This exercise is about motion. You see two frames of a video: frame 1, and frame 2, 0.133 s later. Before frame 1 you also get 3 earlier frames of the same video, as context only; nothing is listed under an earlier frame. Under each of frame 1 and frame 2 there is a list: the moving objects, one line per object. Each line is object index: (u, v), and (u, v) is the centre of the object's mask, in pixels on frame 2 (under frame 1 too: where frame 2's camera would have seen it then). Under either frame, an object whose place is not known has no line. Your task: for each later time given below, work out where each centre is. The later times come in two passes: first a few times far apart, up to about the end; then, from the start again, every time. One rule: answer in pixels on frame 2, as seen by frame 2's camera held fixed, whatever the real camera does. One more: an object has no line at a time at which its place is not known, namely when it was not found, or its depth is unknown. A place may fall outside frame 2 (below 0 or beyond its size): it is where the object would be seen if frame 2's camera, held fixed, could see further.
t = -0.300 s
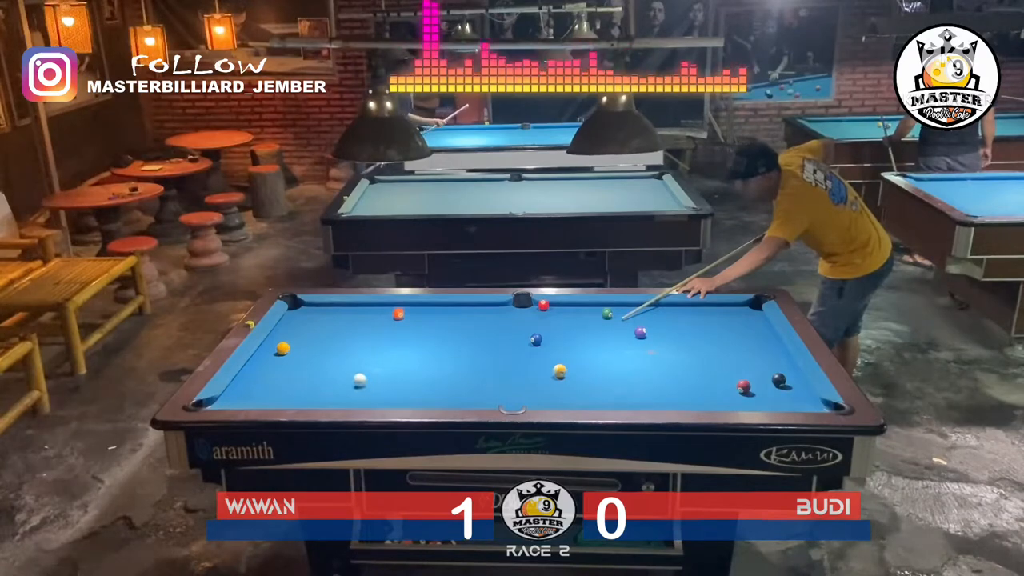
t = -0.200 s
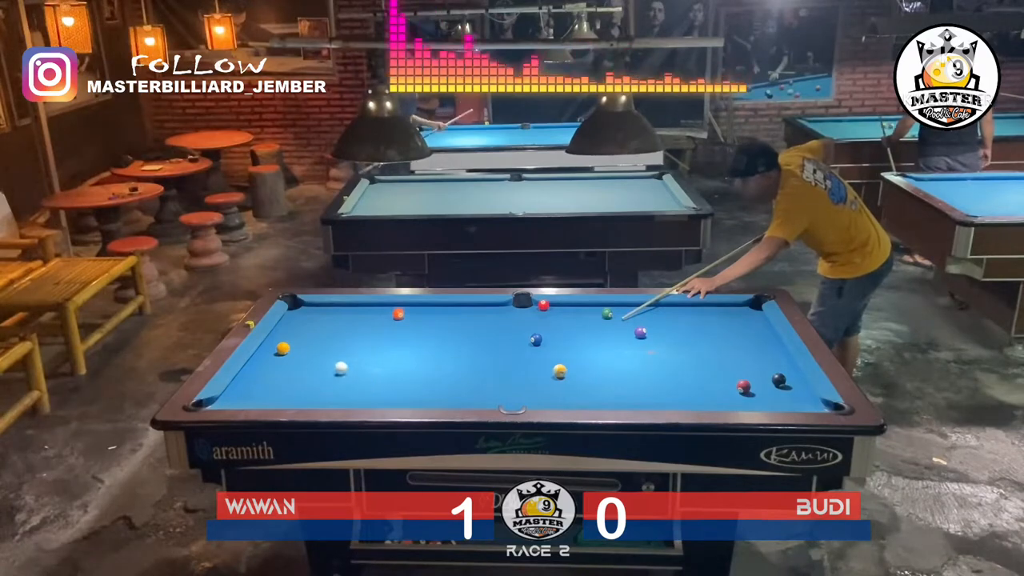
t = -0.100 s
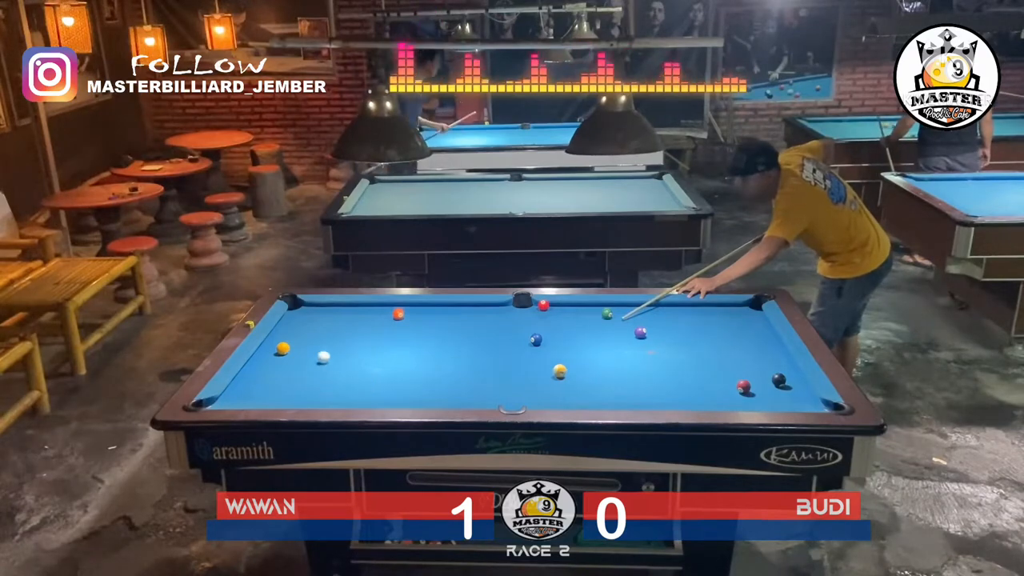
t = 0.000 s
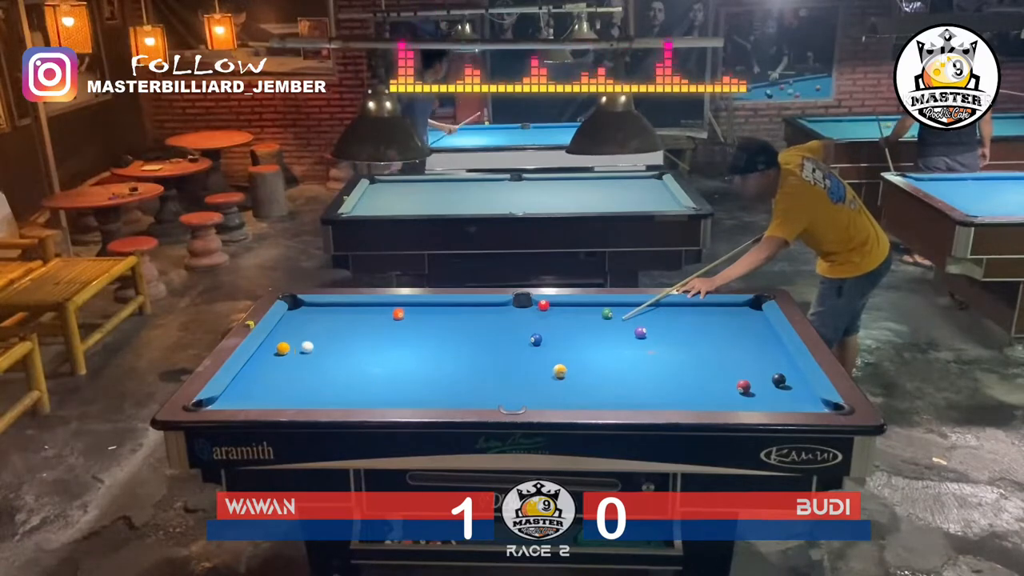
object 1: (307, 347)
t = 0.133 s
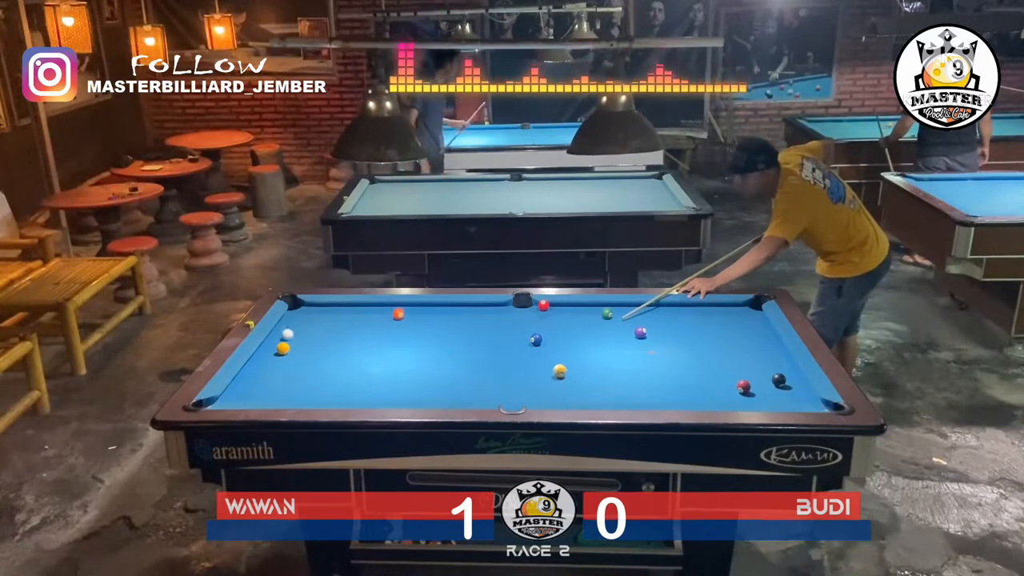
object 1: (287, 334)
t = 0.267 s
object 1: (290, 324)
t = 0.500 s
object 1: (332, 307)
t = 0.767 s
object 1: (363, 315)
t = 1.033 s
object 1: (391, 326)
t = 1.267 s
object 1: (416, 336)
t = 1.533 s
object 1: (445, 347)
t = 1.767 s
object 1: (470, 356)
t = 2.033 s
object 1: (499, 367)
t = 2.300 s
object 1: (527, 377)
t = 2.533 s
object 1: (551, 385)
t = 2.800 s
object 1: (577, 394)
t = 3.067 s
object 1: (603, 400)
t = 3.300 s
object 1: (616, 397)
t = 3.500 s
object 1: (626, 395)
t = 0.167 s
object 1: (282, 332)
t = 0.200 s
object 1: (278, 329)
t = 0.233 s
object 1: (284, 326)
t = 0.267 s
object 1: (290, 324)
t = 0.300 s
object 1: (297, 321)
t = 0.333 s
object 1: (303, 319)
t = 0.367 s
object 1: (309, 316)
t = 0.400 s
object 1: (315, 314)
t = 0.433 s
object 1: (321, 312)
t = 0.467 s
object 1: (327, 309)
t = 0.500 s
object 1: (332, 307)
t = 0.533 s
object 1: (338, 305)
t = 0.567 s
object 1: (342, 306)
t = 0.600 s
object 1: (345, 308)
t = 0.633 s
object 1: (348, 309)
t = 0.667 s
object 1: (352, 310)
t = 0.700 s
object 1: (356, 312)
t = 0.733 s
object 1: (359, 313)
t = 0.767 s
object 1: (363, 315)
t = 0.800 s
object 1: (366, 316)
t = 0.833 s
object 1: (370, 318)
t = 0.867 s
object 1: (373, 319)
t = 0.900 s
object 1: (377, 320)
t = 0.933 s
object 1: (380, 322)
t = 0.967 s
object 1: (384, 323)
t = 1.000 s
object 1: (388, 325)
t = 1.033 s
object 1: (391, 326)
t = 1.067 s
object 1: (395, 327)
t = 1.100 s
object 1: (398, 329)
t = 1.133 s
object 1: (402, 330)
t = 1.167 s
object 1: (405, 332)
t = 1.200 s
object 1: (409, 333)
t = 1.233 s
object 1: (413, 335)
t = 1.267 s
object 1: (416, 336)
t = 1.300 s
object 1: (419, 337)
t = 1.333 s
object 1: (423, 339)
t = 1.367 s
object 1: (427, 340)
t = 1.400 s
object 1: (431, 342)
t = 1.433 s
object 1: (434, 343)
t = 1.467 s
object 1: (438, 344)
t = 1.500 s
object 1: (441, 346)
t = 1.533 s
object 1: (445, 347)
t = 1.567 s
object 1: (449, 349)
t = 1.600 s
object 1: (452, 350)
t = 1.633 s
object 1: (456, 351)
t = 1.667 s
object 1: (459, 353)
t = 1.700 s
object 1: (463, 354)
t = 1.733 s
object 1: (467, 355)
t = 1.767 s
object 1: (470, 356)
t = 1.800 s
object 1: (474, 358)
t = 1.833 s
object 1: (477, 359)
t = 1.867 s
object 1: (481, 360)
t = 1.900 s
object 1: (485, 362)
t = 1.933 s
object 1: (488, 363)
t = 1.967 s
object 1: (492, 364)
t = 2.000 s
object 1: (495, 365)
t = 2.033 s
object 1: (499, 367)
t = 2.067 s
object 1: (503, 368)
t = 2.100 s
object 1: (506, 369)
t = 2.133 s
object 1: (510, 371)
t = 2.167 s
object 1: (513, 372)
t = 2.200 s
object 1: (517, 373)
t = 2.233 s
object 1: (520, 374)
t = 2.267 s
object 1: (524, 375)
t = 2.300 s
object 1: (527, 377)
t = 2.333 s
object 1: (531, 378)
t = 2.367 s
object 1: (534, 379)
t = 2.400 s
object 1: (537, 380)
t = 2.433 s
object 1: (541, 382)
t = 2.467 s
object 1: (544, 383)
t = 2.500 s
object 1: (547, 384)
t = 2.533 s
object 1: (551, 385)
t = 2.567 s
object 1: (554, 387)
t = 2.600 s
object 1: (558, 388)
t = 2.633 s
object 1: (561, 389)
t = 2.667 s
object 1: (564, 390)
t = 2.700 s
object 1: (568, 391)
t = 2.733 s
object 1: (571, 392)
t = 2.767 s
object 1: (574, 393)
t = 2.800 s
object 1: (577, 394)
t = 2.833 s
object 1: (581, 394)
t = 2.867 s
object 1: (584, 395)
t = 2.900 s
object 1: (587, 396)
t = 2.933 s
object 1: (590, 396)
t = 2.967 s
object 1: (593, 397)
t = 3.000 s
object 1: (596, 398)
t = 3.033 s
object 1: (599, 399)
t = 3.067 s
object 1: (603, 400)
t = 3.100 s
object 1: (605, 400)
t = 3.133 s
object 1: (607, 399)
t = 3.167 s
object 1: (608, 398)
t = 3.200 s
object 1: (610, 398)
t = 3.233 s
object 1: (612, 397)
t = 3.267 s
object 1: (614, 397)
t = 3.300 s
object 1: (616, 397)
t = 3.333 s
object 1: (618, 396)
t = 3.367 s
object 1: (619, 396)
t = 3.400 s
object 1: (621, 396)
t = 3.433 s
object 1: (623, 395)
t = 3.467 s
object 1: (624, 395)
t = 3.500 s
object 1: (626, 395)
